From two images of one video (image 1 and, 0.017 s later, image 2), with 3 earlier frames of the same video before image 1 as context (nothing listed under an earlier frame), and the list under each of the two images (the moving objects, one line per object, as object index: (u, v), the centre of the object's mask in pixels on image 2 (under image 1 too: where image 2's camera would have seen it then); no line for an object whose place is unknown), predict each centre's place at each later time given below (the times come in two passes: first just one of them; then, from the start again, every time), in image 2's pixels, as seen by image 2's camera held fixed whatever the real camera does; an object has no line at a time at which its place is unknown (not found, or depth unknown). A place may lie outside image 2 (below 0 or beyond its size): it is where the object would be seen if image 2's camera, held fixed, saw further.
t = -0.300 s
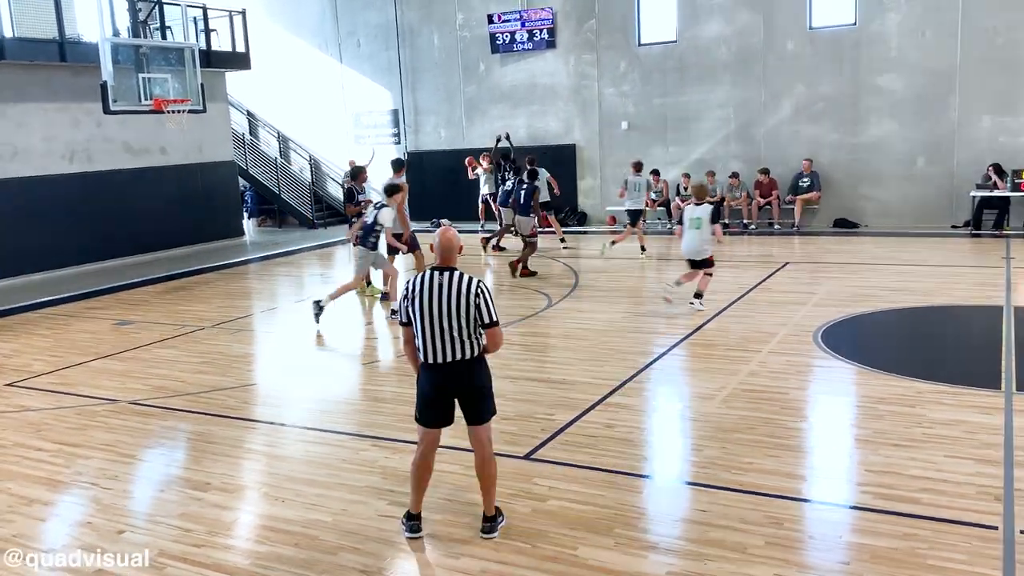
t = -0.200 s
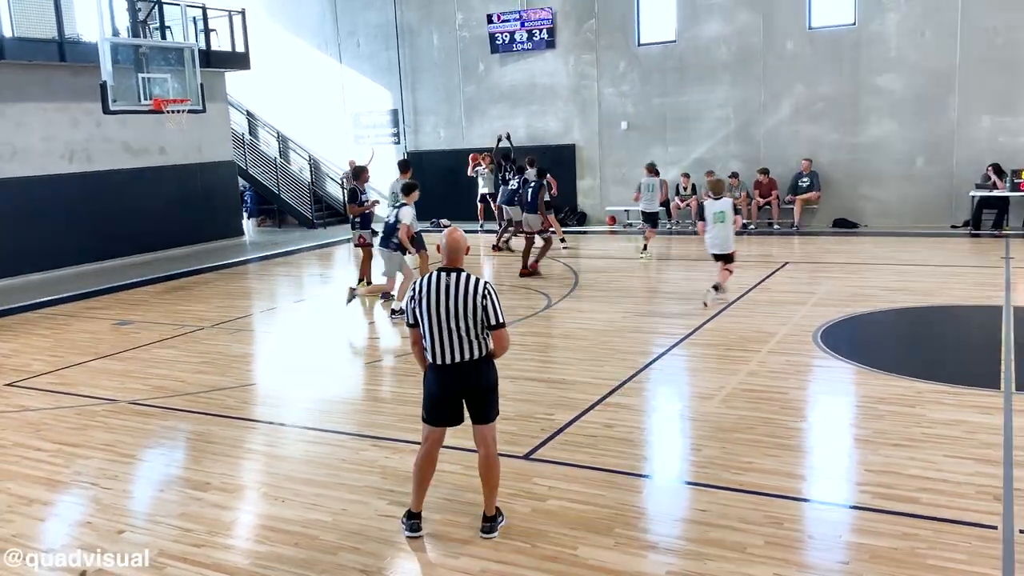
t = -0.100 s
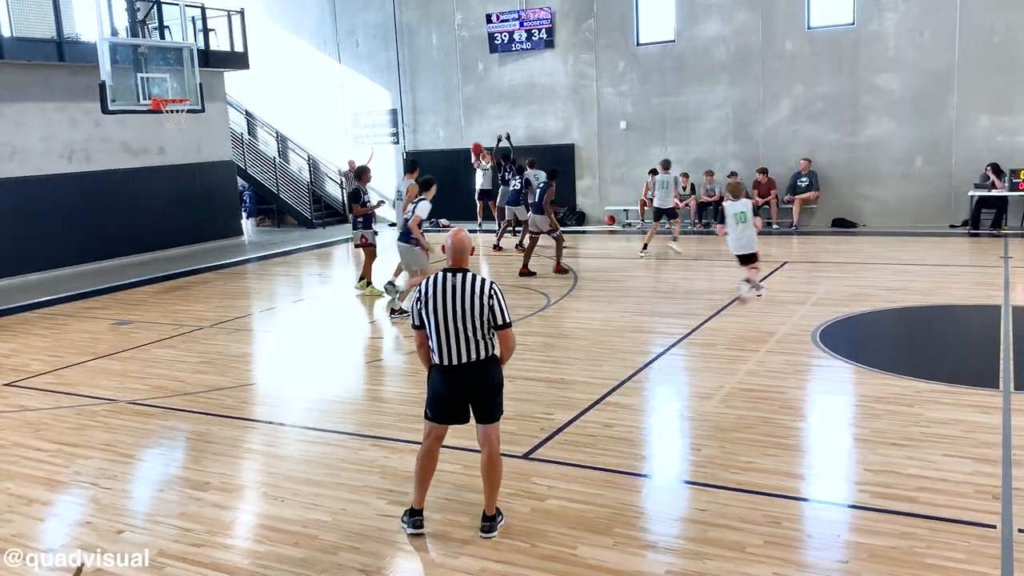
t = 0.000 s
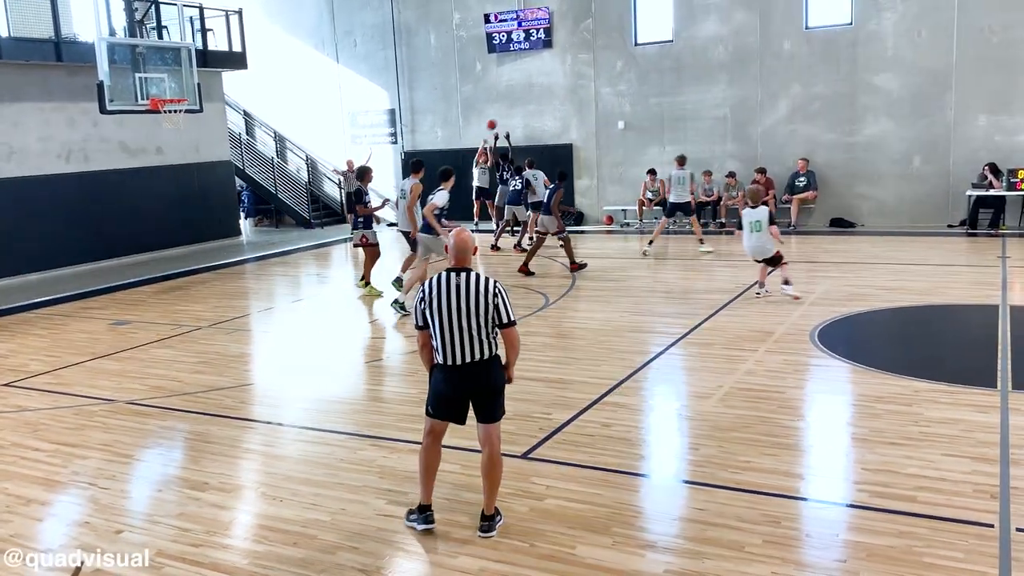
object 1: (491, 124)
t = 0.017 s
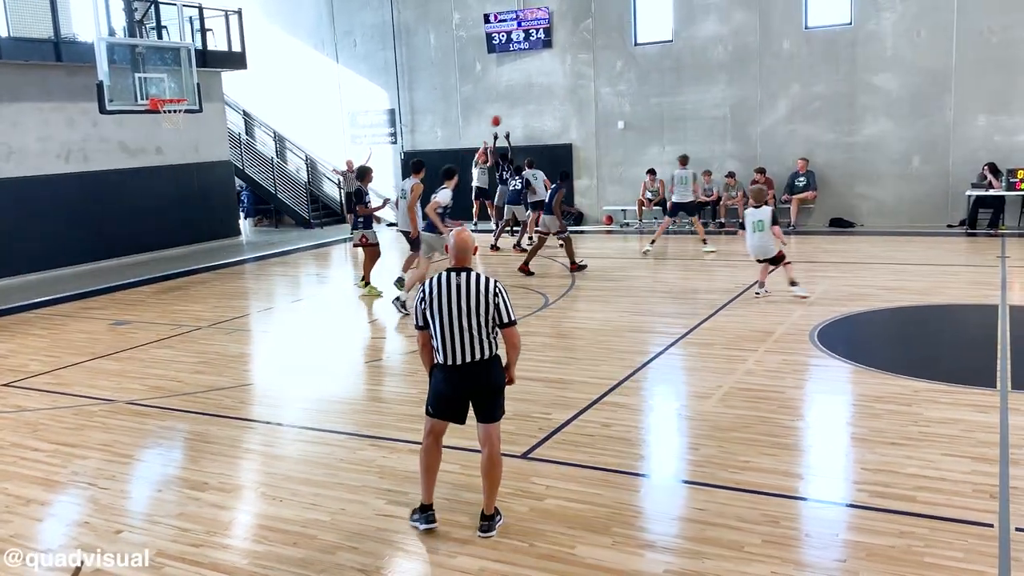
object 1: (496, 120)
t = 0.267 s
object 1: (567, 78)
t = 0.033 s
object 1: (500, 117)
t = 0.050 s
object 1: (505, 114)
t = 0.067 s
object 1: (509, 110)
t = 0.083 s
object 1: (514, 107)
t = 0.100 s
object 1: (519, 104)
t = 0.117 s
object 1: (523, 101)
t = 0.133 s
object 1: (528, 98)
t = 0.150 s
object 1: (533, 95)
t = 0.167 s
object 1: (538, 93)
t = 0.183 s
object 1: (543, 90)
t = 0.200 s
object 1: (548, 86)
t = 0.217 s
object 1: (552, 85)
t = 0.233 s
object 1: (557, 83)
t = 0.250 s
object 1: (563, 81)
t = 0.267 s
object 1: (567, 78)
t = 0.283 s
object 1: (572, 76)
